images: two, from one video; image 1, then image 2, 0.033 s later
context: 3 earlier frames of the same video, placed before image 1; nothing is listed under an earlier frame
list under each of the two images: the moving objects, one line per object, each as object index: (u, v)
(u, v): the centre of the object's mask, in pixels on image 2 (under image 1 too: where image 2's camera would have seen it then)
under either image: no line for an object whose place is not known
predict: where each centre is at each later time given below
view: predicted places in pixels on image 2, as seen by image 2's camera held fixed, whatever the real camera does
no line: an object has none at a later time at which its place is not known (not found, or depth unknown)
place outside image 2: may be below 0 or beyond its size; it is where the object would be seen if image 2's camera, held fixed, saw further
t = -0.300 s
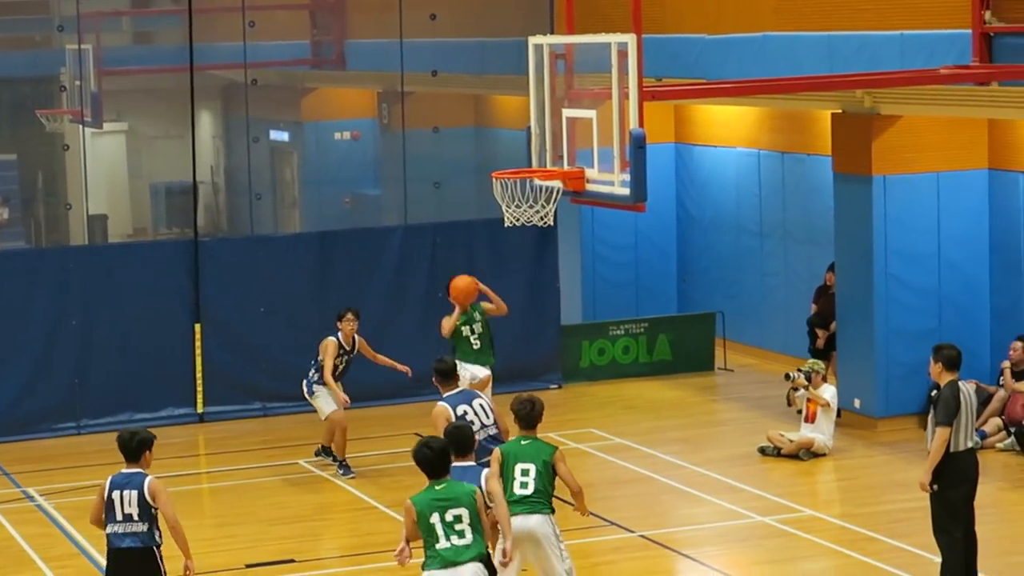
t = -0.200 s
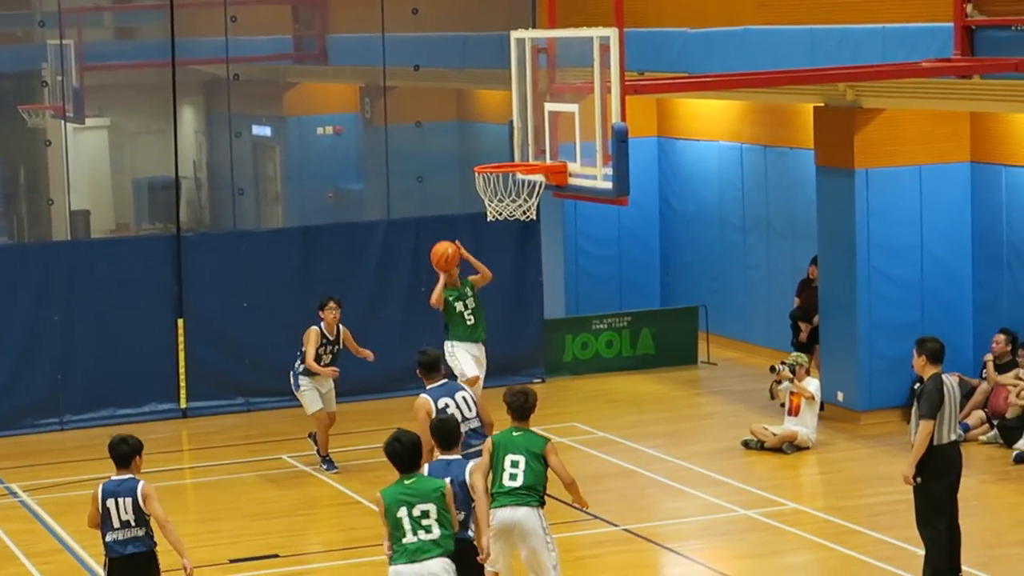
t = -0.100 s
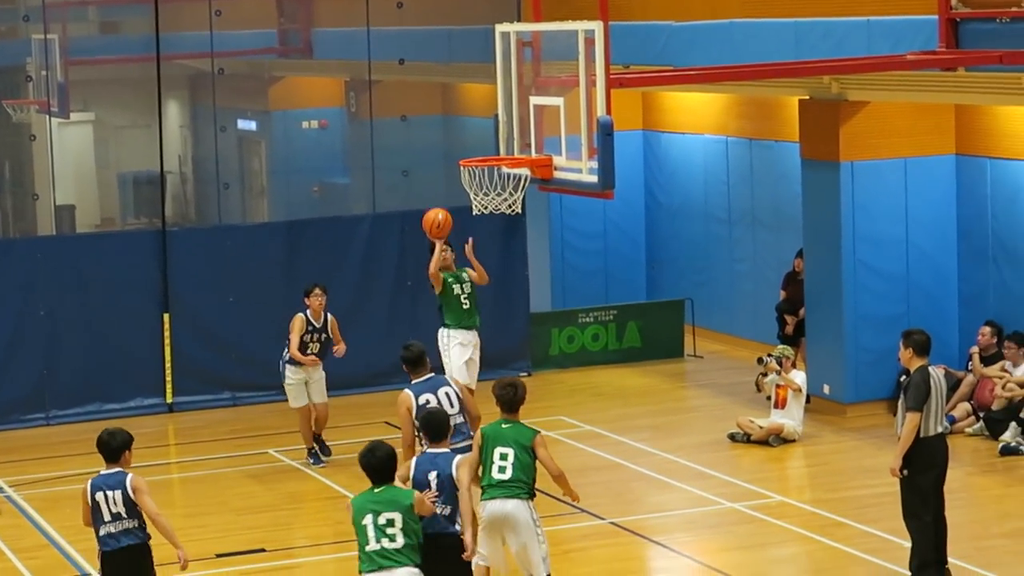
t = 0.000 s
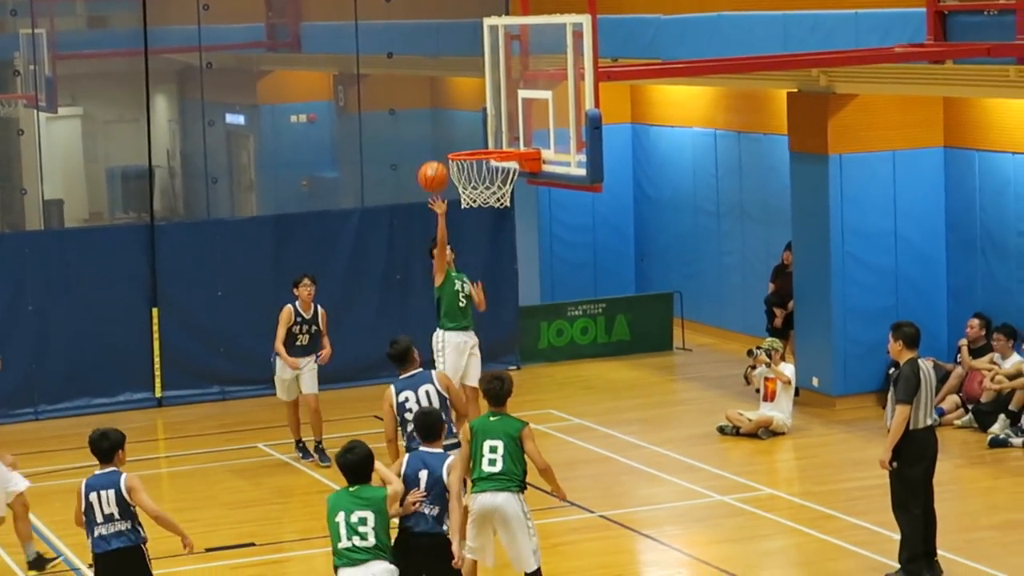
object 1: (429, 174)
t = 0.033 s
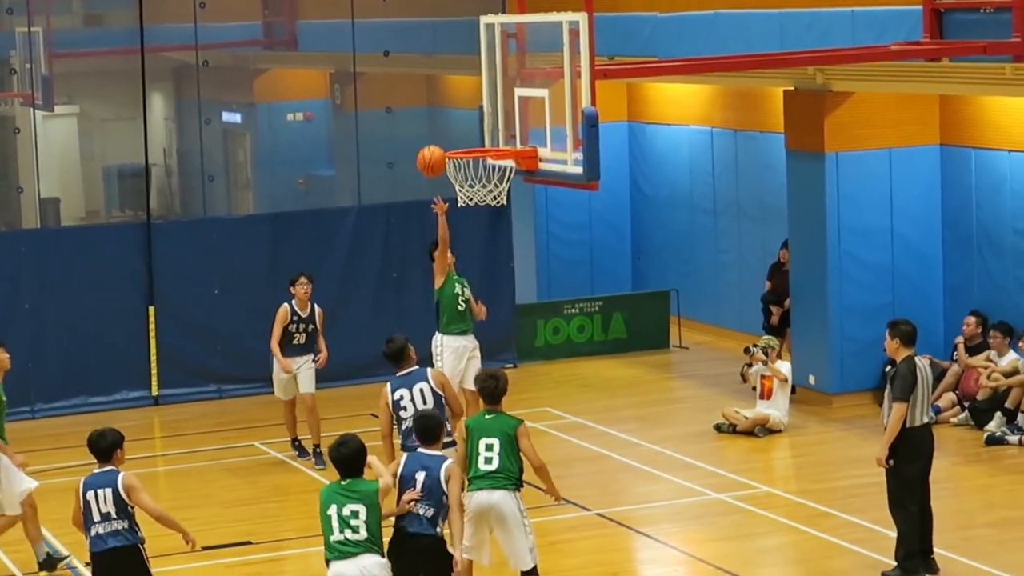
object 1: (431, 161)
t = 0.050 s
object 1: (432, 154)
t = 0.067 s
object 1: (434, 147)
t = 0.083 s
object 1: (436, 142)
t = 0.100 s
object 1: (438, 137)
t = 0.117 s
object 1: (439, 132)
